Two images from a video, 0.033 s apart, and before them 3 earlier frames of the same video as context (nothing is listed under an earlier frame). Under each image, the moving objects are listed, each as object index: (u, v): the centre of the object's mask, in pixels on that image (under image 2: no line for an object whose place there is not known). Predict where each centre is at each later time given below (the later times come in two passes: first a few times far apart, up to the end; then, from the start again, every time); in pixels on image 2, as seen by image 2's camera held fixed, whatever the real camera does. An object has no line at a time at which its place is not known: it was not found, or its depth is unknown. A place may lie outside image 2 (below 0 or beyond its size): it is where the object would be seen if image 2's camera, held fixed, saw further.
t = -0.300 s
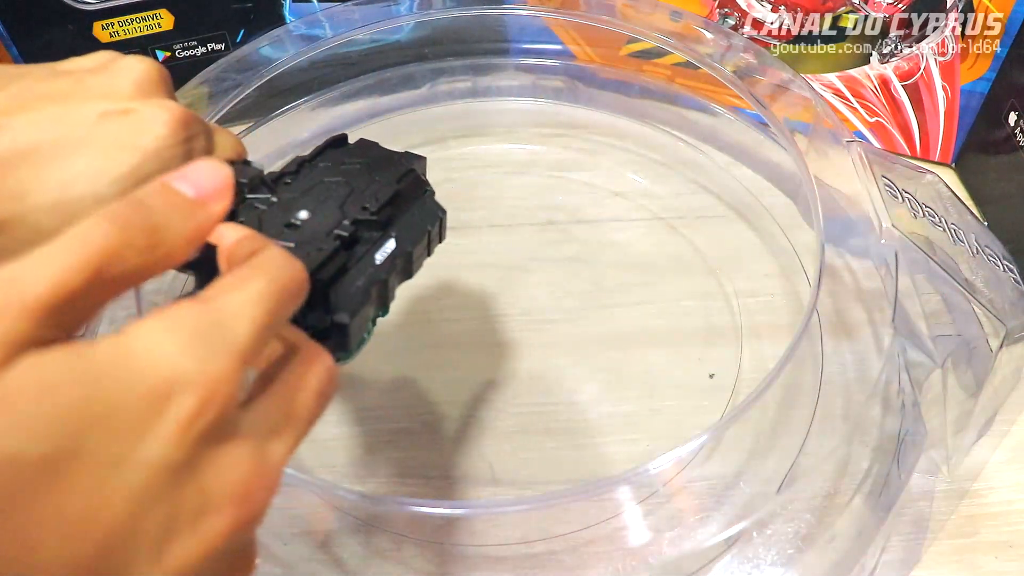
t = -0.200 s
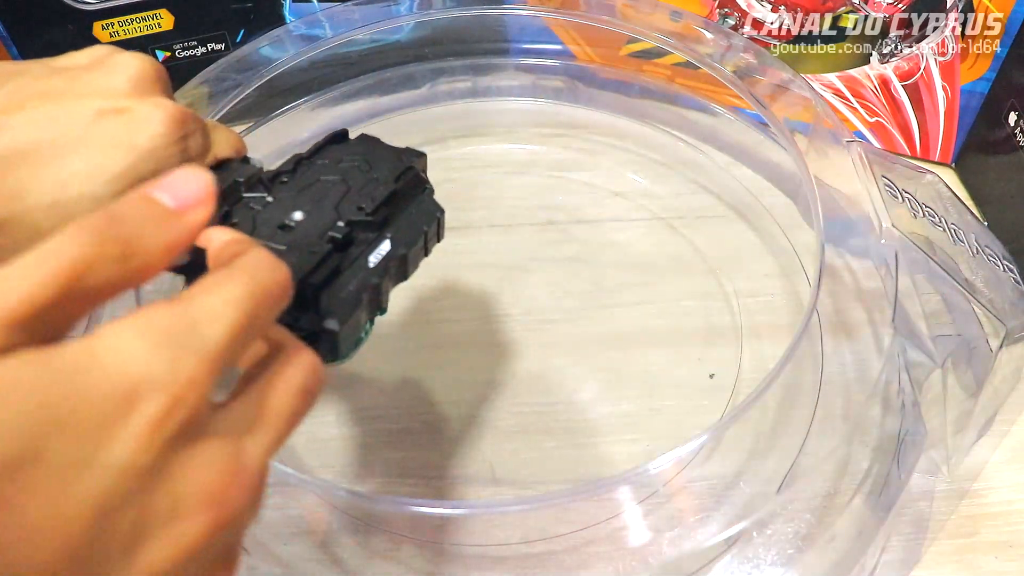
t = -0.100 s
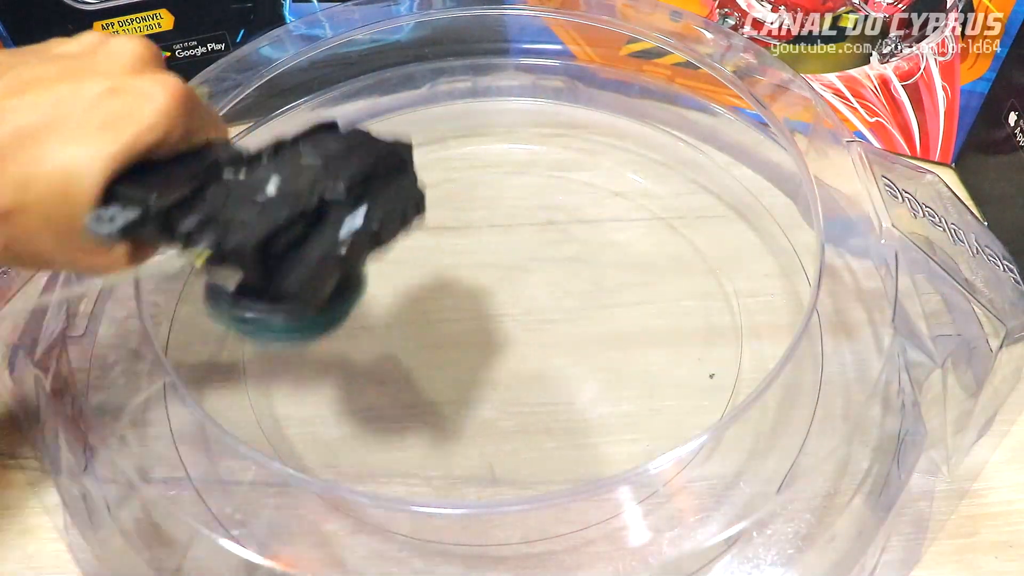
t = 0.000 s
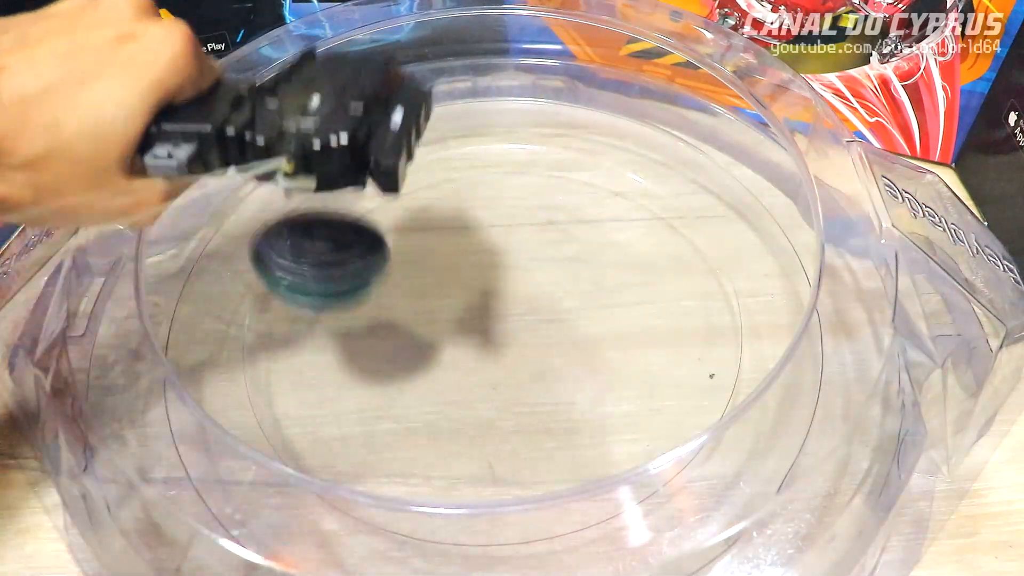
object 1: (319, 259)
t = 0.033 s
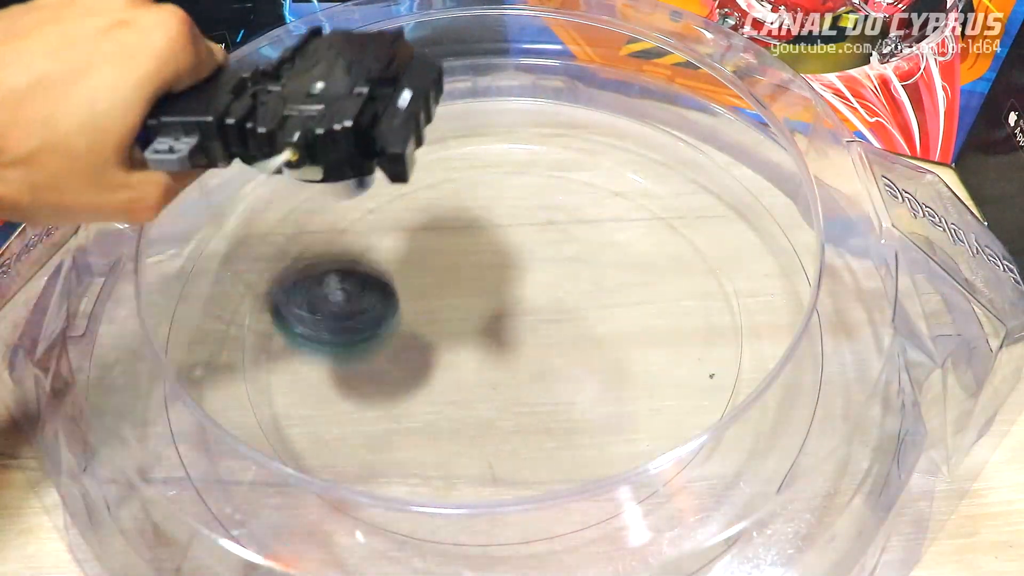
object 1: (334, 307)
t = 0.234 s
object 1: (517, 325)
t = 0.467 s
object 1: (687, 299)
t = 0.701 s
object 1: (610, 389)
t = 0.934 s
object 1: (383, 410)
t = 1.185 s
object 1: (471, 263)
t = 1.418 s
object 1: (726, 229)
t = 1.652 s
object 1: (843, 358)
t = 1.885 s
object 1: (731, 447)
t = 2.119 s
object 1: (545, 433)
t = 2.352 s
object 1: (429, 278)
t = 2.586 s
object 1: (566, 170)
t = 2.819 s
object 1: (764, 275)
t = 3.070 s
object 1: (794, 388)
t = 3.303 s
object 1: (699, 404)
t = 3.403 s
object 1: (593, 416)
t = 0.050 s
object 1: (343, 338)
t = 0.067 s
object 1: (353, 347)
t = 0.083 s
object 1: (365, 334)
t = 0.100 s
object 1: (380, 322)
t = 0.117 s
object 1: (396, 315)
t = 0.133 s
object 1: (412, 310)
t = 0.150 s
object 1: (429, 310)
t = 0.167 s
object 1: (447, 314)
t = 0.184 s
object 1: (465, 322)
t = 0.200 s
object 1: (484, 335)
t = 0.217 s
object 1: (500, 331)
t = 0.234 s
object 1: (517, 325)
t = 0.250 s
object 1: (536, 321)
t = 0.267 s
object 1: (554, 321)
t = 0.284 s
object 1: (570, 317)
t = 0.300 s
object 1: (585, 312)
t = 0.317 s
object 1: (600, 308)
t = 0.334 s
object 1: (614, 304)
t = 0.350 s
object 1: (626, 301)
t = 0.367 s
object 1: (638, 298)
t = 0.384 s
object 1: (649, 297)
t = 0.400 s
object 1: (659, 296)
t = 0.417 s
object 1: (668, 295)
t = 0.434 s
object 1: (675, 296)
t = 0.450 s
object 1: (682, 297)
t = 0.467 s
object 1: (687, 299)
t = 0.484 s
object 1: (690, 302)
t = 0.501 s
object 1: (693, 306)
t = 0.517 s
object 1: (694, 310)
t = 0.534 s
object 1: (693, 315)
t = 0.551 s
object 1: (691, 321)
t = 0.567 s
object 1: (688, 327)
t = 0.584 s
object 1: (682, 334)
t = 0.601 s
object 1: (676, 341)
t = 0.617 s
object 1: (668, 349)
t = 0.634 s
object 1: (659, 356)
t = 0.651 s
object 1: (649, 364)
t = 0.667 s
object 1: (637, 372)
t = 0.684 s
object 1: (624, 381)
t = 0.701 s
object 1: (610, 389)
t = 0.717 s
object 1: (596, 397)
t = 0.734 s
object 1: (580, 404)
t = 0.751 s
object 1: (564, 412)
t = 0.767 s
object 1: (547, 418)
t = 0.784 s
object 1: (529, 423)
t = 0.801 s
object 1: (511, 428)
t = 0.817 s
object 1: (492, 431)
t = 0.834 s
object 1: (474, 434)
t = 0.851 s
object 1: (455, 435)
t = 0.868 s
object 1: (437, 433)
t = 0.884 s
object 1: (421, 430)
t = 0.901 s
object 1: (407, 425)
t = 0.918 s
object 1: (394, 417)
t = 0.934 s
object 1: (383, 410)
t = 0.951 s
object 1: (375, 402)
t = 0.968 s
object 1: (370, 394)
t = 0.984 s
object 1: (366, 385)
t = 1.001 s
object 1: (364, 374)
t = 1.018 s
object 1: (364, 363)
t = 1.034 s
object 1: (367, 354)
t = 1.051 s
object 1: (372, 342)
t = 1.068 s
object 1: (379, 333)
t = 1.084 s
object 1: (387, 323)
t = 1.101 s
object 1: (398, 311)
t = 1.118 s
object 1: (409, 301)
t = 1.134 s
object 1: (422, 291)
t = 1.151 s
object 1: (437, 282)
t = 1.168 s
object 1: (453, 272)
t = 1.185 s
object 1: (471, 263)
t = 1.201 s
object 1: (488, 254)
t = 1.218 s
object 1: (508, 246)
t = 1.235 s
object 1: (527, 239)
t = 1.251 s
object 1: (546, 232)
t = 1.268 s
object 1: (566, 226)
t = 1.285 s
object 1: (586, 222)
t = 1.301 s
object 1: (605, 219)
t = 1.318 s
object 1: (623, 217)
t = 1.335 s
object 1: (642, 216)
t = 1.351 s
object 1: (660, 216)
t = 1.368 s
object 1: (677, 218)
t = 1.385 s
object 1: (695, 220)
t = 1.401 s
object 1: (711, 224)
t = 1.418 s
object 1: (726, 229)
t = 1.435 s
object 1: (740, 236)
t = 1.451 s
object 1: (754, 245)
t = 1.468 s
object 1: (766, 253)
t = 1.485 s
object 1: (779, 262)
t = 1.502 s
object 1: (793, 270)
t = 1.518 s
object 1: (805, 279)
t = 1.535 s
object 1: (815, 287)
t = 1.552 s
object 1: (823, 294)
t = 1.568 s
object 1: (828, 304)
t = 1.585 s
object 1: (832, 313)
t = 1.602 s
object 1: (834, 324)
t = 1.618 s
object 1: (838, 336)
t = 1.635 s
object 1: (841, 348)
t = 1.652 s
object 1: (843, 358)
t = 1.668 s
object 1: (846, 369)
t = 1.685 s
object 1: (849, 380)
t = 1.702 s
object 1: (845, 388)
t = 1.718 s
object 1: (837, 394)
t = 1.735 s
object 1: (829, 400)
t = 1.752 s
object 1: (821, 405)
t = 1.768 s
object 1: (812, 412)
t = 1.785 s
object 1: (801, 419)
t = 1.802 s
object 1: (788, 426)
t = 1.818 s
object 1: (776, 431)
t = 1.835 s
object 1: (764, 434)
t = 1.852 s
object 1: (751, 439)
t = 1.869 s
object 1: (741, 443)
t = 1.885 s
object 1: (731, 447)
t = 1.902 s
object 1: (720, 451)
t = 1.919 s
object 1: (710, 451)
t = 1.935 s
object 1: (699, 453)
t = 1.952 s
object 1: (688, 454)
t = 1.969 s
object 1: (677, 454)
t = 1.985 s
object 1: (667, 456)
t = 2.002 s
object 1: (655, 452)
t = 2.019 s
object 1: (640, 456)
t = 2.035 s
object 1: (624, 457)
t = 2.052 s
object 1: (606, 444)
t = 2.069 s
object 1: (589, 440)
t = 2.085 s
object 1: (574, 439)
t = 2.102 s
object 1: (560, 437)
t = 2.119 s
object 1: (545, 433)
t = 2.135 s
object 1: (530, 426)
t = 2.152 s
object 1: (516, 418)
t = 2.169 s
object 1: (504, 410)
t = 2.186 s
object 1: (492, 400)
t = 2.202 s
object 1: (481, 389)
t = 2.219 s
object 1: (472, 379)
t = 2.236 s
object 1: (462, 367)
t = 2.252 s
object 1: (454, 354)
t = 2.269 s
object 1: (448, 342)
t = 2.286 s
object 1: (443, 329)
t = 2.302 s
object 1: (437, 316)
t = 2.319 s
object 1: (432, 303)
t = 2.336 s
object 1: (430, 291)
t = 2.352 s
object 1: (429, 278)
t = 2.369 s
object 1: (430, 266)
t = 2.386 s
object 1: (433, 255)
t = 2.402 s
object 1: (438, 244)
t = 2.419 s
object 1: (443, 233)
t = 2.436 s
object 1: (451, 223)
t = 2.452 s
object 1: (459, 214)
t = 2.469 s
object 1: (469, 205)
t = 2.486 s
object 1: (480, 197)
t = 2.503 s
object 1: (492, 190)
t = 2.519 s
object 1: (505, 184)
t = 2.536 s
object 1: (519, 179)
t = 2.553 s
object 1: (534, 175)
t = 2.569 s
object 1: (550, 172)
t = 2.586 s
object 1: (566, 170)
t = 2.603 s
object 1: (582, 170)
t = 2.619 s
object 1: (599, 171)
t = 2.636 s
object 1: (616, 172)
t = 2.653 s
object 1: (634, 175)
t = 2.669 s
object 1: (651, 180)
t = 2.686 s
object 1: (668, 186)
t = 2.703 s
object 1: (685, 194)
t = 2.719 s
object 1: (699, 202)
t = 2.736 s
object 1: (714, 214)
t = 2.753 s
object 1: (727, 225)
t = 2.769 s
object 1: (739, 239)
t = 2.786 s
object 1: (750, 251)
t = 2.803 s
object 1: (759, 264)
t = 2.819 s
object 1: (764, 275)
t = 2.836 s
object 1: (767, 285)
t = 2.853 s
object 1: (786, 297)
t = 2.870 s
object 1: (793, 308)
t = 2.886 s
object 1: (799, 317)
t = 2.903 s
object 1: (799, 326)
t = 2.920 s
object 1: (807, 335)
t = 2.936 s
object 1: (810, 343)
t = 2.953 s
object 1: (812, 350)
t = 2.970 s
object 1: (815, 357)
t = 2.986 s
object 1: (813, 364)
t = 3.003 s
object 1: (808, 369)
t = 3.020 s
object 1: (805, 375)
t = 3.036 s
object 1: (801, 379)
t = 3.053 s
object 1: (799, 385)
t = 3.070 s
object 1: (794, 388)
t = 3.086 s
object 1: (789, 391)
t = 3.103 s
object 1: (784, 393)
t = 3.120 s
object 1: (780, 397)
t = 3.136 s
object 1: (773, 398)
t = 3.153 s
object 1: (768, 399)
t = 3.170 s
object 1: (762, 401)
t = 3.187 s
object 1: (758, 405)
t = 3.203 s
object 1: (746, 399)
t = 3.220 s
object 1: (743, 403)
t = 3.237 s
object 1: (734, 403)
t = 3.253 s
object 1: (728, 403)
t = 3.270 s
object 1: (718, 403)
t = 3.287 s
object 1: (711, 403)
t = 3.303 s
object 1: (699, 404)
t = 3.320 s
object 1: (679, 399)
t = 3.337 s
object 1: (665, 402)
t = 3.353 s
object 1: (650, 406)
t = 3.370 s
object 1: (633, 410)
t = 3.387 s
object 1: (615, 414)
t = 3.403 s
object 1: (593, 416)
